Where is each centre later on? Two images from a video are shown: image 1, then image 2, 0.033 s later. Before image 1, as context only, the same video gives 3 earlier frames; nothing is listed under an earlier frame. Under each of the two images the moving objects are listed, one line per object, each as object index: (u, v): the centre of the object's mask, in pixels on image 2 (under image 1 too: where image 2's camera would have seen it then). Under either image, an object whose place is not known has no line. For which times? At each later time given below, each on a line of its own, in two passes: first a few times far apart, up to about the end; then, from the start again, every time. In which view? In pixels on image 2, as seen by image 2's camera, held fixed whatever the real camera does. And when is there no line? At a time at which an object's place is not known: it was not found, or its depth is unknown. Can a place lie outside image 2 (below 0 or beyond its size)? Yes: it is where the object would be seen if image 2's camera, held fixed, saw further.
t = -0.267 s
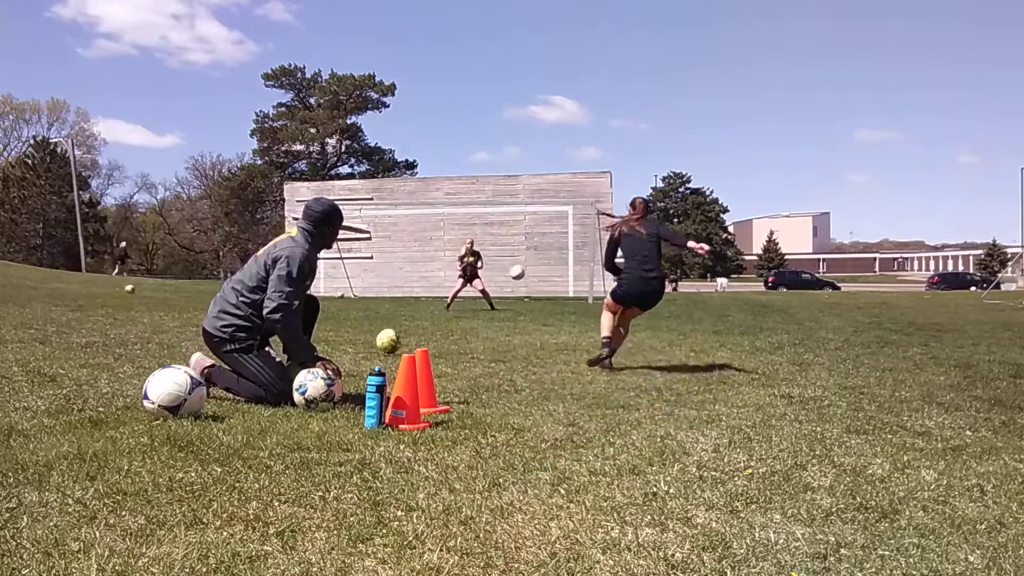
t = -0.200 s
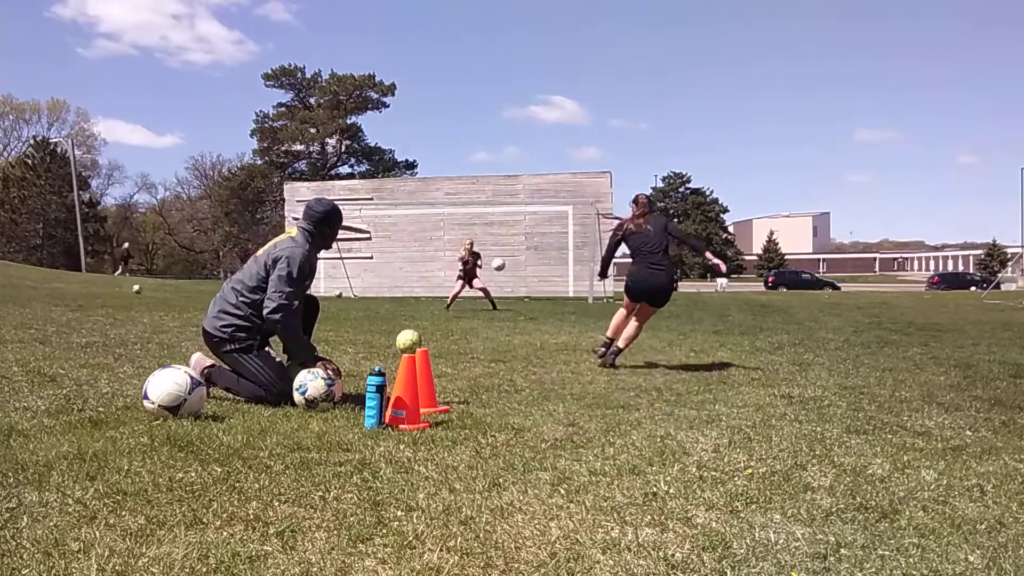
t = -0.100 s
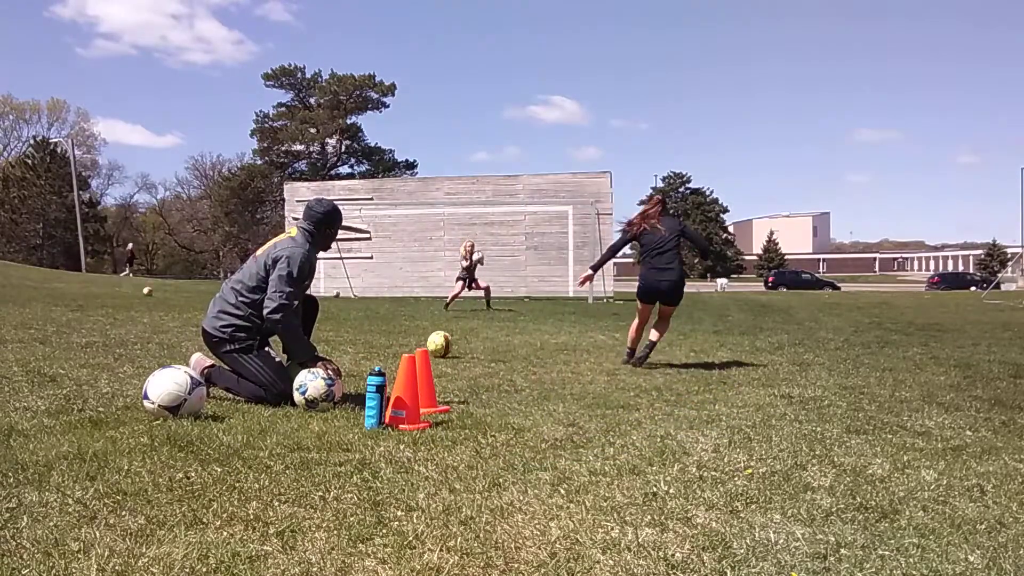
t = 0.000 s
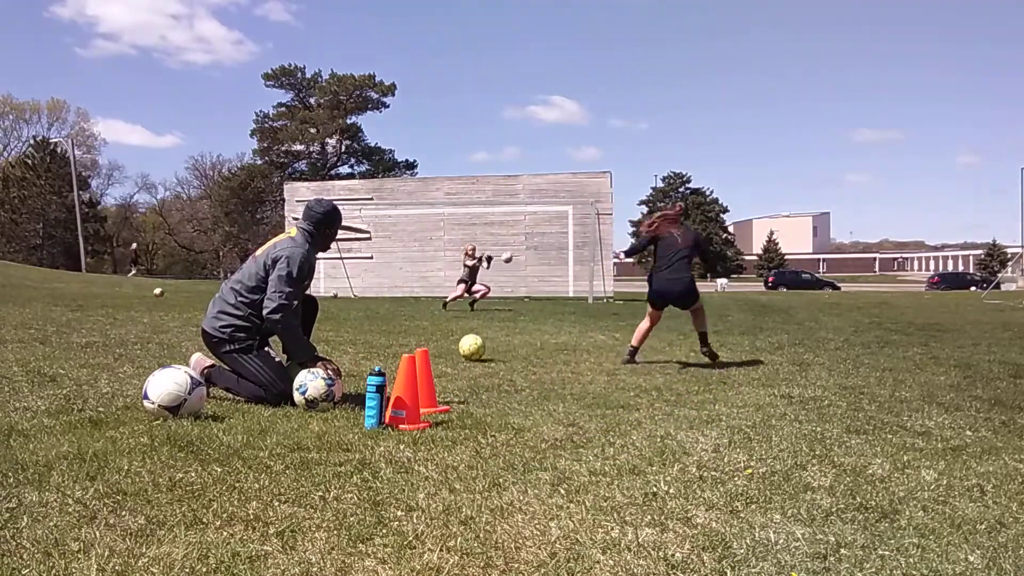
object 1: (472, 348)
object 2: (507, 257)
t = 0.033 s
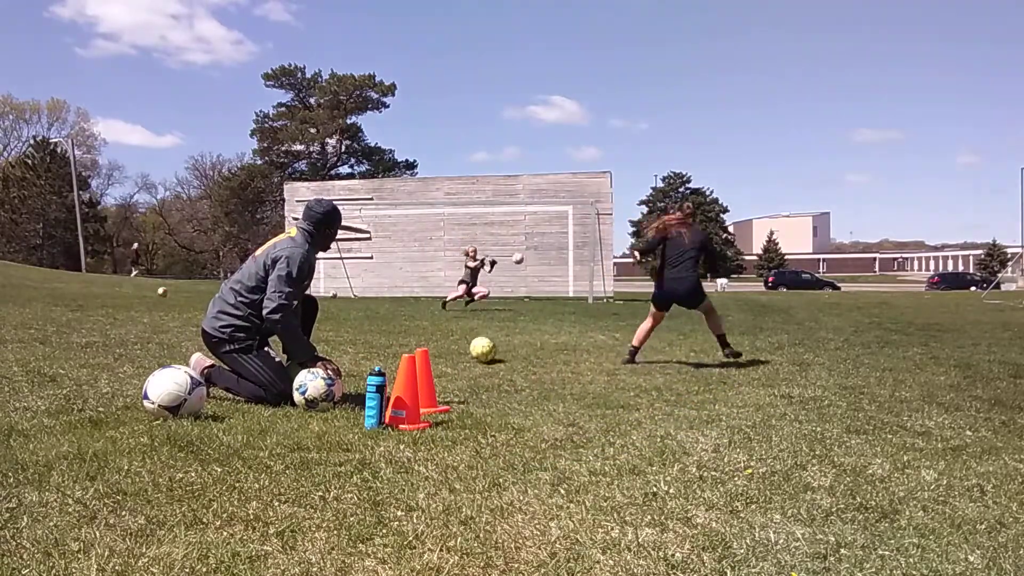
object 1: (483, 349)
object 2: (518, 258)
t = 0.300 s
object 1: (576, 358)
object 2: (604, 288)
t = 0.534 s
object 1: (665, 360)
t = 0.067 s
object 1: (494, 351)
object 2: (529, 260)
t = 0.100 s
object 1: (505, 350)
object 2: (540, 262)
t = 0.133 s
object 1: (516, 350)
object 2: (551, 265)
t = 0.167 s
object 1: (528, 350)
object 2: (562, 268)
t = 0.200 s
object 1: (540, 353)
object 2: (573, 273)
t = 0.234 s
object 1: (551, 356)
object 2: (583, 277)
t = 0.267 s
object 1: (564, 356)
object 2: (594, 282)
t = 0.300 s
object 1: (576, 358)
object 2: (604, 288)
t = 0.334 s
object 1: (588, 357)
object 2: (614, 293)
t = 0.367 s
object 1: (600, 356)
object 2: (625, 300)
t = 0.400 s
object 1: (613, 355)
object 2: (634, 307)
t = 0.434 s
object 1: (626, 358)
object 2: (642, 303)
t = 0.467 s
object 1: (639, 360)
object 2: (650, 298)
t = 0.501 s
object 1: (653, 360)
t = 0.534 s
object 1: (665, 360)
